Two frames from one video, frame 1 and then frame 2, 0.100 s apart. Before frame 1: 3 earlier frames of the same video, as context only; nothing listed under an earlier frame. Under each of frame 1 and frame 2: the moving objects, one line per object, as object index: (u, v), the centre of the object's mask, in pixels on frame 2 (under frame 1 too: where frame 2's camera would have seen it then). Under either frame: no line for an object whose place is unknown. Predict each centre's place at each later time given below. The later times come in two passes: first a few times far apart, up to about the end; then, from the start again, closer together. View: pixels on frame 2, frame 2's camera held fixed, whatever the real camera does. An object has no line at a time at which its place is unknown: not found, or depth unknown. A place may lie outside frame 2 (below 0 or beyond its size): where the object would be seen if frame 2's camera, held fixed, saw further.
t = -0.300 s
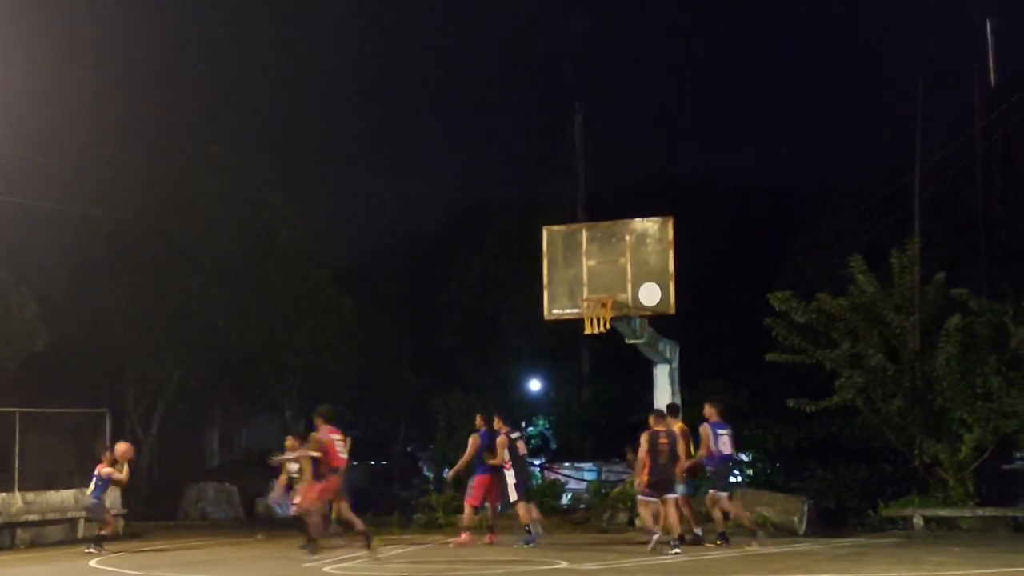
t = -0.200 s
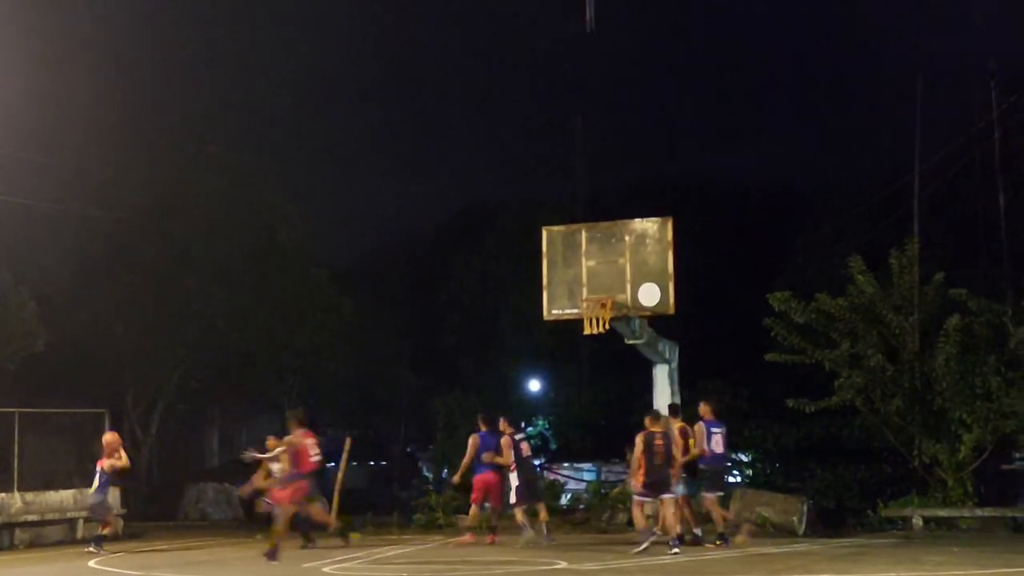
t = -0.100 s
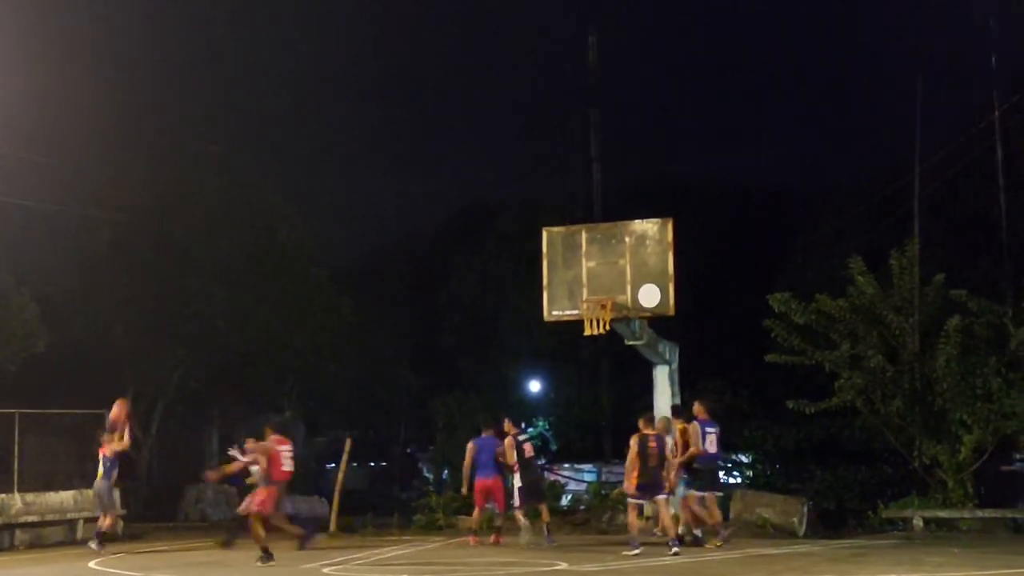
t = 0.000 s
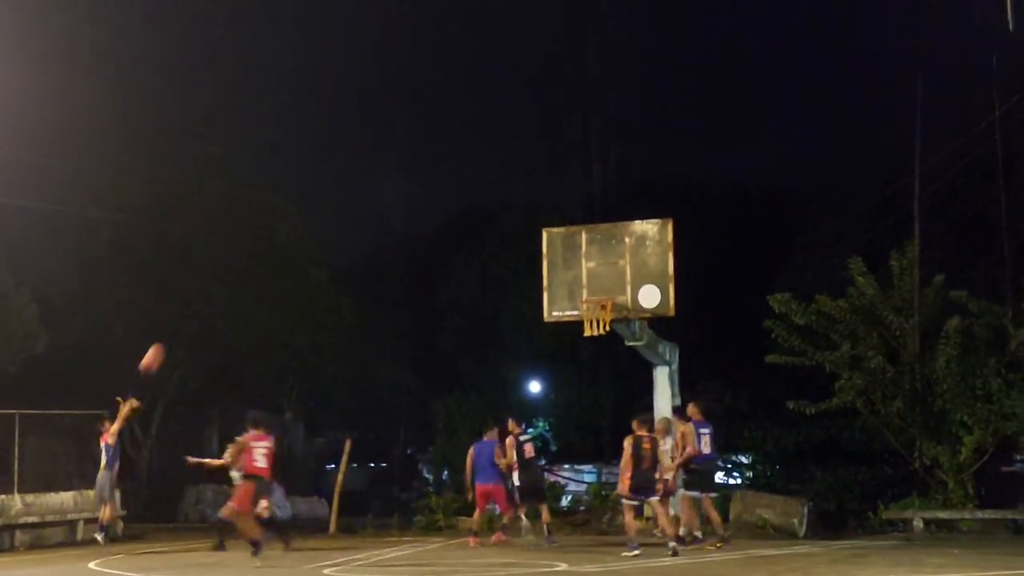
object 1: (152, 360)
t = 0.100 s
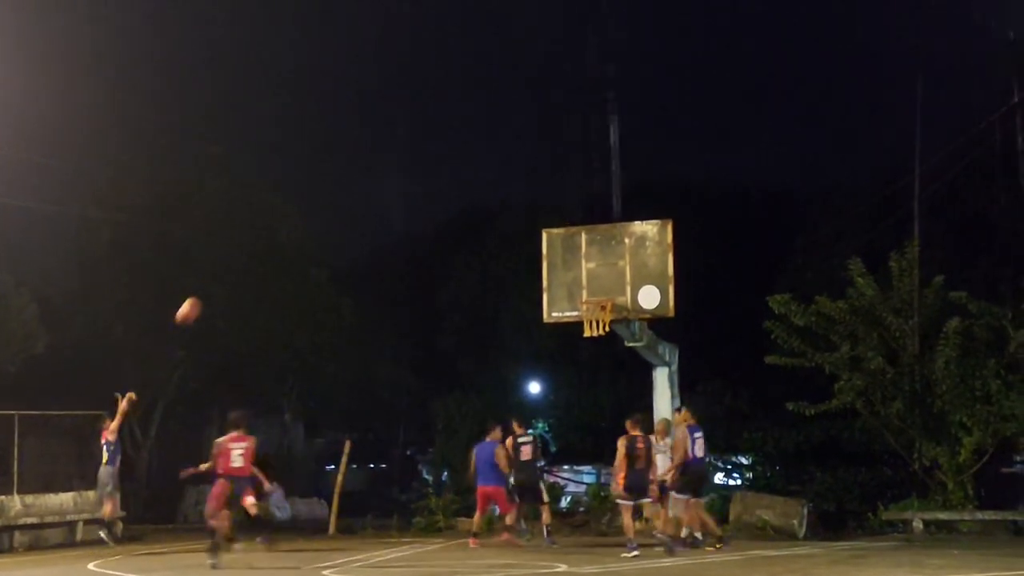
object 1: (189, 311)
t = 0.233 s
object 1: (236, 259)
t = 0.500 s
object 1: (332, 193)
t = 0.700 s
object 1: (403, 180)
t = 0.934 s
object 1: (486, 201)
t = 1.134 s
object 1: (556, 253)
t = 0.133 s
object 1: (201, 297)
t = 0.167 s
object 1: (212, 283)
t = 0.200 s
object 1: (224, 271)
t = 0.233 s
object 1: (236, 259)
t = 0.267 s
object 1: (248, 247)
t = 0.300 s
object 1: (260, 236)
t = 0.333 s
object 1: (272, 228)
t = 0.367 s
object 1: (284, 219)
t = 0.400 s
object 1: (296, 212)
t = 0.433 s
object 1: (308, 205)
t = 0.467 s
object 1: (320, 198)
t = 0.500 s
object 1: (332, 193)
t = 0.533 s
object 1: (344, 189)
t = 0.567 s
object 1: (355, 186)
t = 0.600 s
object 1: (367, 183)
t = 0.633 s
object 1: (379, 181)
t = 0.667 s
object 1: (390, 180)
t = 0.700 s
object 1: (403, 180)
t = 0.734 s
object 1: (415, 180)
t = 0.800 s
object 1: (439, 184)
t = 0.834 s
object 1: (450, 187)
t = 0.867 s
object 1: (462, 191)
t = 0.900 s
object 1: (475, 195)
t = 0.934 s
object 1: (486, 201)
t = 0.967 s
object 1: (498, 207)
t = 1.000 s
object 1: (510, 215)
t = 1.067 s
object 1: (532, 231)
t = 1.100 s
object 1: (539, 239)
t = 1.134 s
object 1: (556, 253)
